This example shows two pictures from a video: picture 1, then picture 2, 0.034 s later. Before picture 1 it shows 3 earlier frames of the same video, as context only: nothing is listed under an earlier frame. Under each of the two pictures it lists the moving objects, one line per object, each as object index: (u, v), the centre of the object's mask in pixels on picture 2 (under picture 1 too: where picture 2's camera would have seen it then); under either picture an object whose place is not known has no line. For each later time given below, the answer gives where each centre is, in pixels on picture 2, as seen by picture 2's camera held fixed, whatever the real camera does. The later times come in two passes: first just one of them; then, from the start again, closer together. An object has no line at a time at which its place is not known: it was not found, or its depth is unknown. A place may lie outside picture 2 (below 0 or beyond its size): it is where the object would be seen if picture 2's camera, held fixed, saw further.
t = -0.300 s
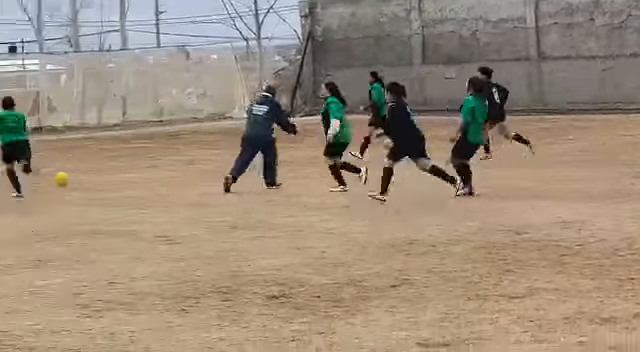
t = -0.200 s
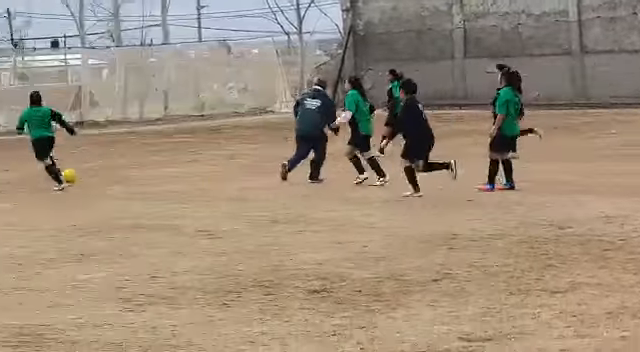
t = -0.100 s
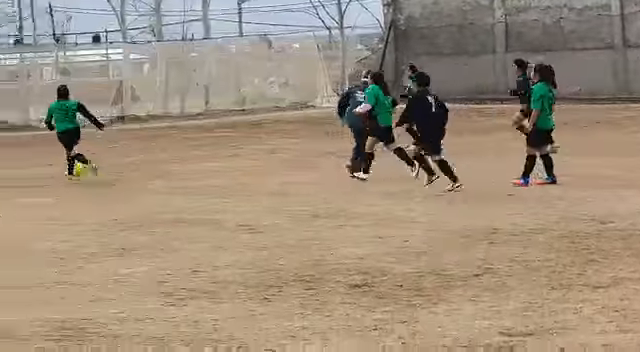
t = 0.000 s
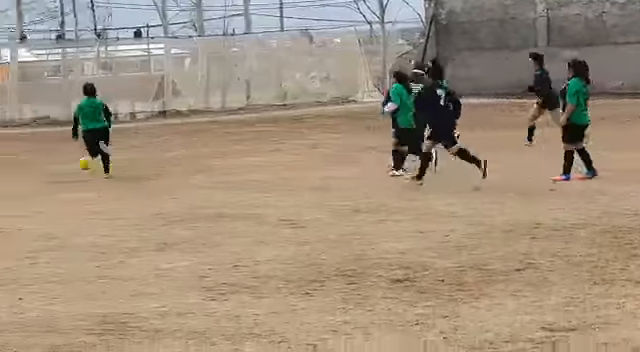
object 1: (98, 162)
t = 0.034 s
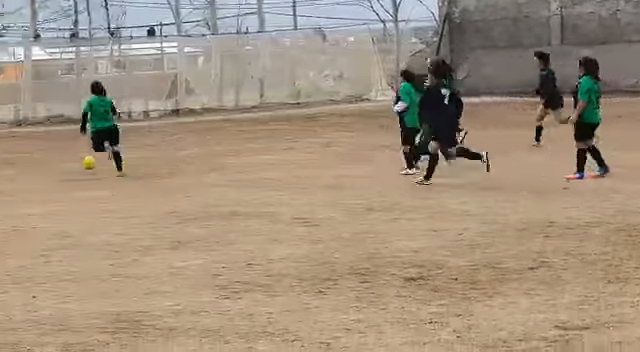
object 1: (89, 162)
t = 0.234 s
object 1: (24, 162)
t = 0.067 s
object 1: (78, 164)
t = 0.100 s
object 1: (67, 167)
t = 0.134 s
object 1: (56, 165)
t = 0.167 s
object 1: (46, 163)
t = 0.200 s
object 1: (35, 162)
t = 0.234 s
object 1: (24, 162)
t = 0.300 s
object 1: (3, 164)
